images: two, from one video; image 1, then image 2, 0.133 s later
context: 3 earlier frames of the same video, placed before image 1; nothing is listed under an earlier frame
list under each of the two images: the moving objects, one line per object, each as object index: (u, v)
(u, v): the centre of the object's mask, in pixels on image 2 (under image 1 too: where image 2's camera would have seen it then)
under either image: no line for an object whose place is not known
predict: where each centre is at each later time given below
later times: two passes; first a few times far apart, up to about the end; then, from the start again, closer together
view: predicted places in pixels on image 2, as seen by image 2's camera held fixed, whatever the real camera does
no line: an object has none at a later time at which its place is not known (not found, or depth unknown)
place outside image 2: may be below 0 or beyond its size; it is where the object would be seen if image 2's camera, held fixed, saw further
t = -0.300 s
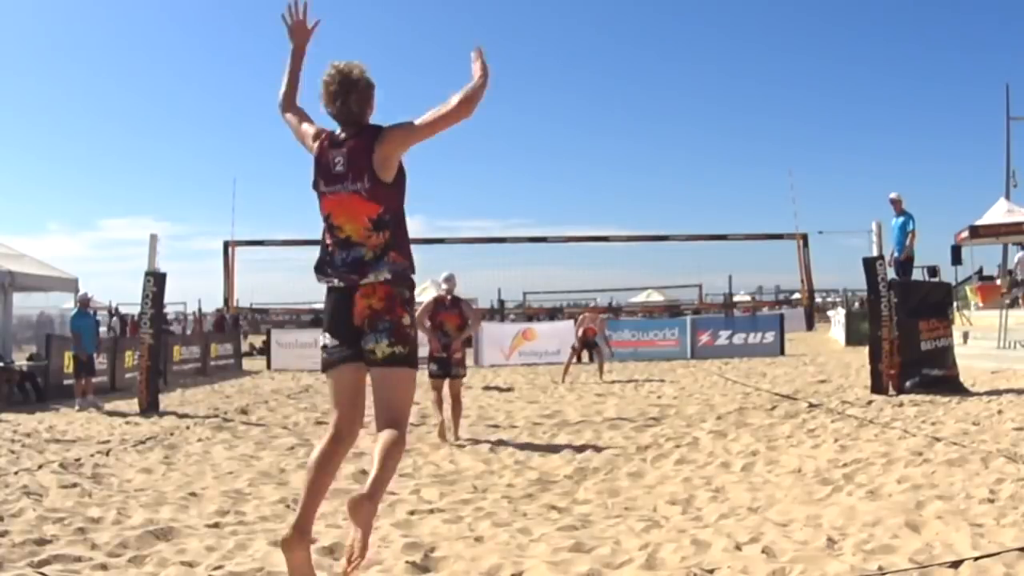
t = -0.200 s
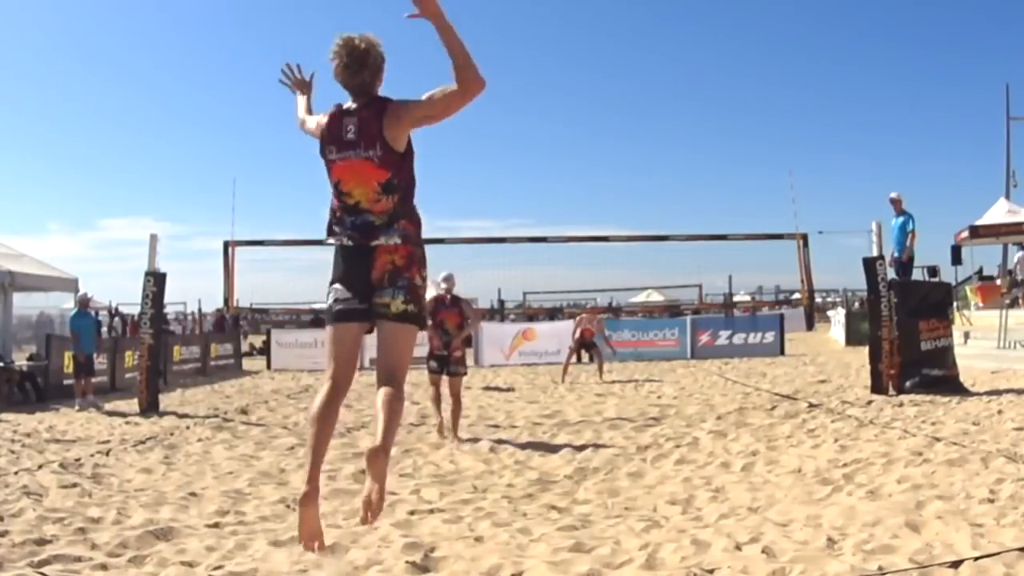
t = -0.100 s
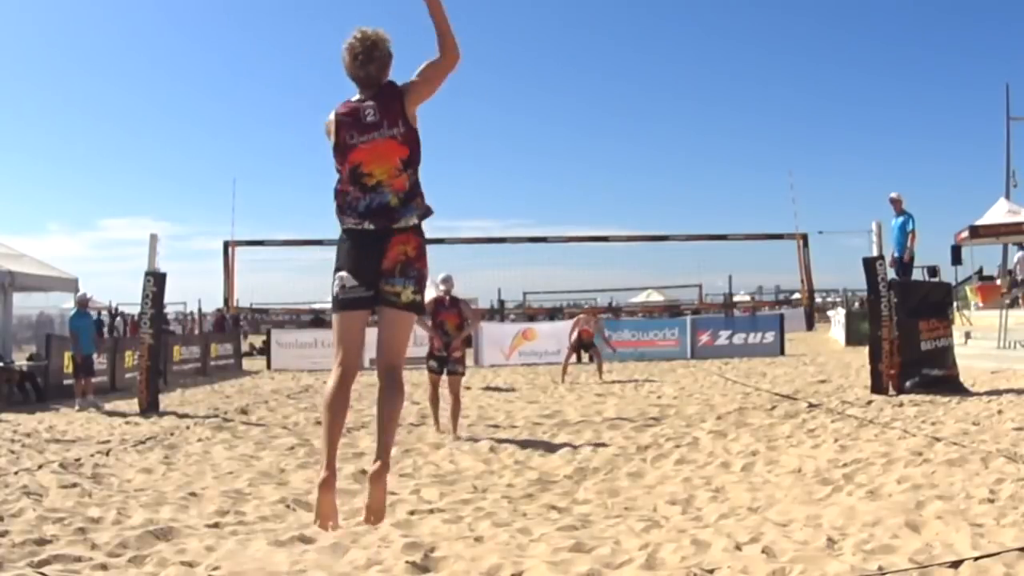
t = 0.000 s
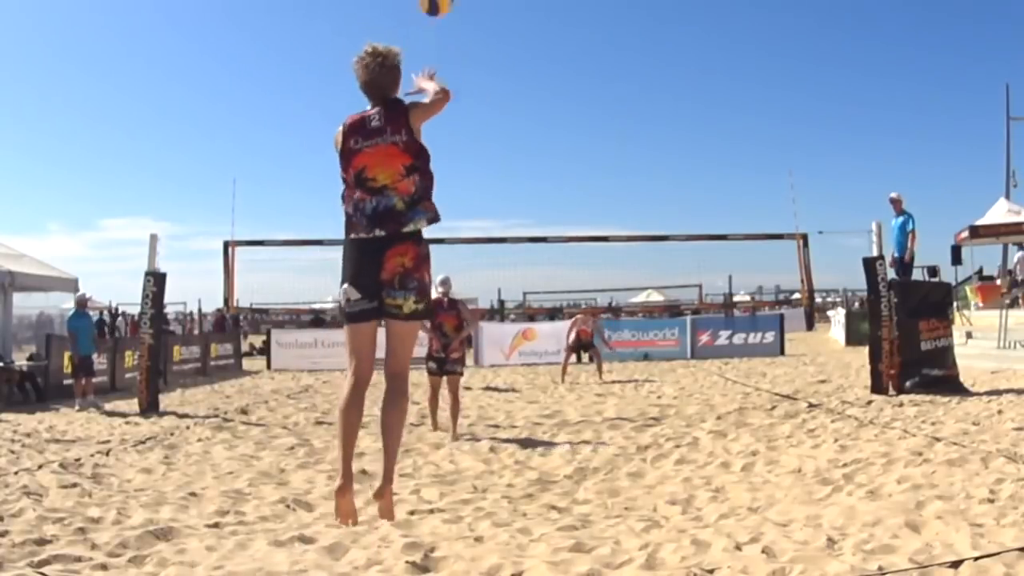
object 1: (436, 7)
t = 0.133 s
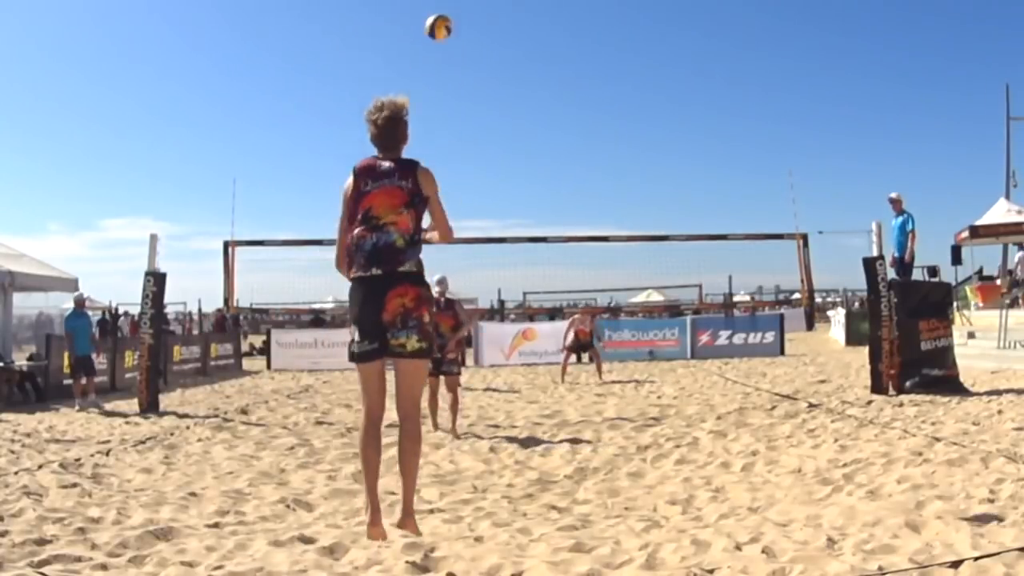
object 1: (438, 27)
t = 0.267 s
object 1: (444, 53)
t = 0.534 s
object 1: (450, 112)
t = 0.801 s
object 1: (447, 187)
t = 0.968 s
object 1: (451, 234)
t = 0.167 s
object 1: (439, 33)
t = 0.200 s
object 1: (440, 40)
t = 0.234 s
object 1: (442, 47)
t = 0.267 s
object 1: (444, 53)
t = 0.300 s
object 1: (445, 60)
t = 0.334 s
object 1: (447, 67)
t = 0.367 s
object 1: (448, 73)
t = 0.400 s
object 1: (449, 80)
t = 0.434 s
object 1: (450, 88)
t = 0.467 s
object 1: (450, 95)
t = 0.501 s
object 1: (450, 104)
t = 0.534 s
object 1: (450, 112)
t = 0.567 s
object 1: (449, 121)
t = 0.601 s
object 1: (449, 130)
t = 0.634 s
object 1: (449, 140)
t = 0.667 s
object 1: (448, 149)
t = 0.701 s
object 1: (447, 159)
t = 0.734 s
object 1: (447, 168)
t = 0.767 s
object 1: (447, 178)
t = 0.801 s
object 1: (447, 187)
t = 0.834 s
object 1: (448, 196)
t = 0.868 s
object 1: (448, 206)
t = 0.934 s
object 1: (449, 225)
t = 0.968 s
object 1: (451, 234)
